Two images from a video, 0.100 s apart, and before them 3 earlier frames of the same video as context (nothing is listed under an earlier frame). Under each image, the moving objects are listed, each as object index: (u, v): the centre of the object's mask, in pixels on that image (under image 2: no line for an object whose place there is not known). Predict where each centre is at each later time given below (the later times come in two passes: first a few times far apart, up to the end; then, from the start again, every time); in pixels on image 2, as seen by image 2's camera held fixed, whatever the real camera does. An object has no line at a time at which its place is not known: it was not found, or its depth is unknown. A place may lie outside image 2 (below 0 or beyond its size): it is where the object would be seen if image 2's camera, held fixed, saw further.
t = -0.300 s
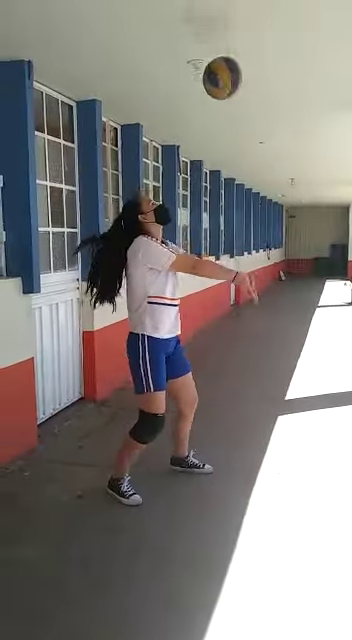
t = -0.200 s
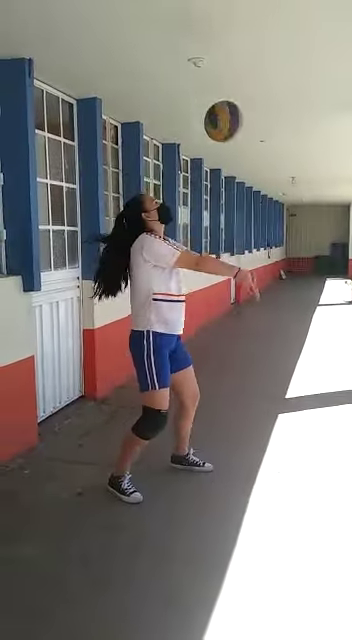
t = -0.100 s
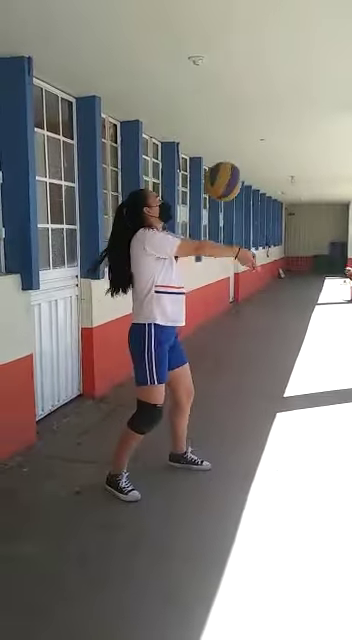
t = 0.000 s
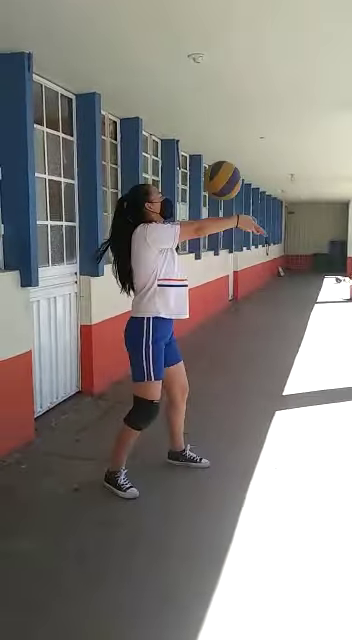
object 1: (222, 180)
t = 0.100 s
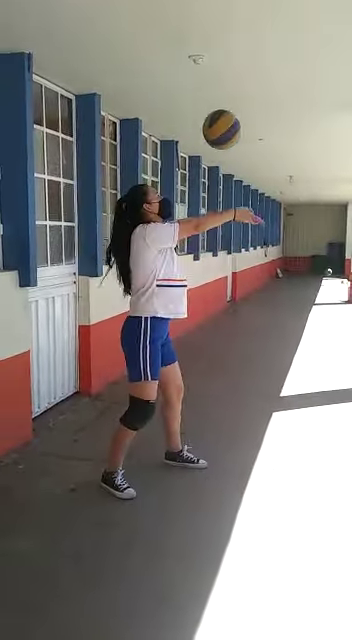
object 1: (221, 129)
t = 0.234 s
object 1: (220, 88)
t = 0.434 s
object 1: (216, 87)
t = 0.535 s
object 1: (215, 114)
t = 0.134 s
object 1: (220, 116)
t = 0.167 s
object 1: (220, 104)
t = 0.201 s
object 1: (220, 95)
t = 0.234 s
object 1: (220, 88)
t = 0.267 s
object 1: (219, 81)
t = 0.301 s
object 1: (219, 78)
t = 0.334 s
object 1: (218, 78)
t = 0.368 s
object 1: (218, 79)
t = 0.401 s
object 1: (216, 82)
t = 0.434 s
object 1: (216, 87)
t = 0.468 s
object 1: (216, 93)
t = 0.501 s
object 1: (215, 102)
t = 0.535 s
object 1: (215, 114)
